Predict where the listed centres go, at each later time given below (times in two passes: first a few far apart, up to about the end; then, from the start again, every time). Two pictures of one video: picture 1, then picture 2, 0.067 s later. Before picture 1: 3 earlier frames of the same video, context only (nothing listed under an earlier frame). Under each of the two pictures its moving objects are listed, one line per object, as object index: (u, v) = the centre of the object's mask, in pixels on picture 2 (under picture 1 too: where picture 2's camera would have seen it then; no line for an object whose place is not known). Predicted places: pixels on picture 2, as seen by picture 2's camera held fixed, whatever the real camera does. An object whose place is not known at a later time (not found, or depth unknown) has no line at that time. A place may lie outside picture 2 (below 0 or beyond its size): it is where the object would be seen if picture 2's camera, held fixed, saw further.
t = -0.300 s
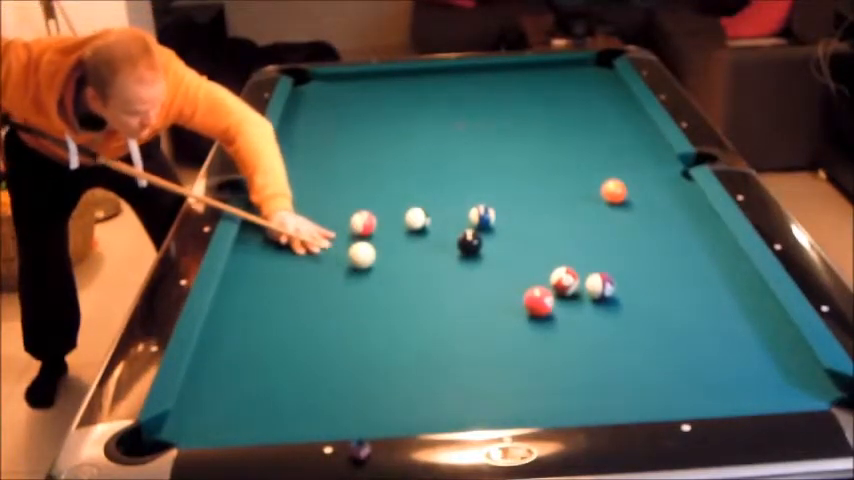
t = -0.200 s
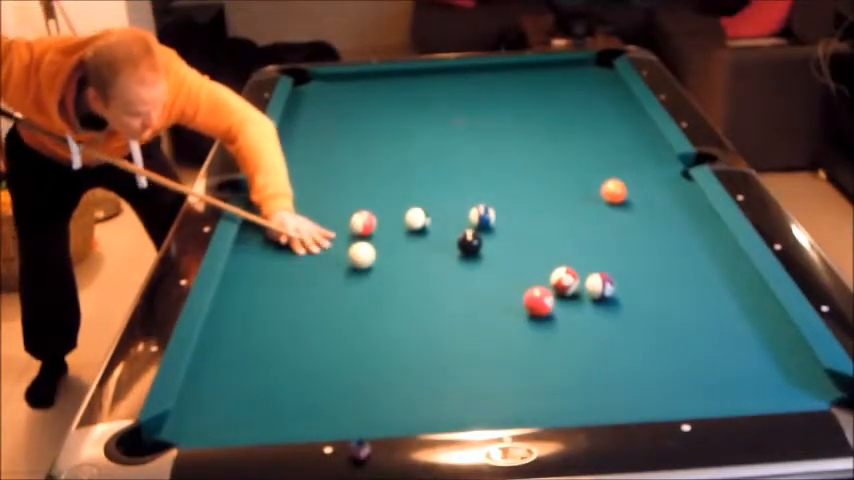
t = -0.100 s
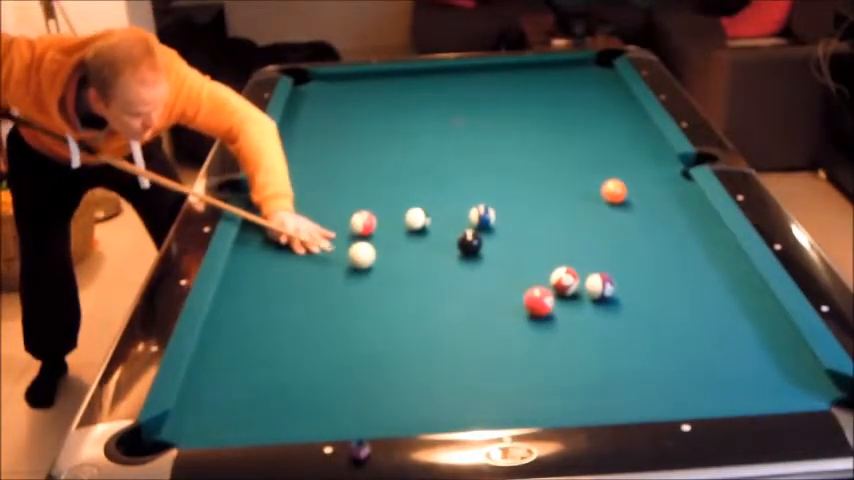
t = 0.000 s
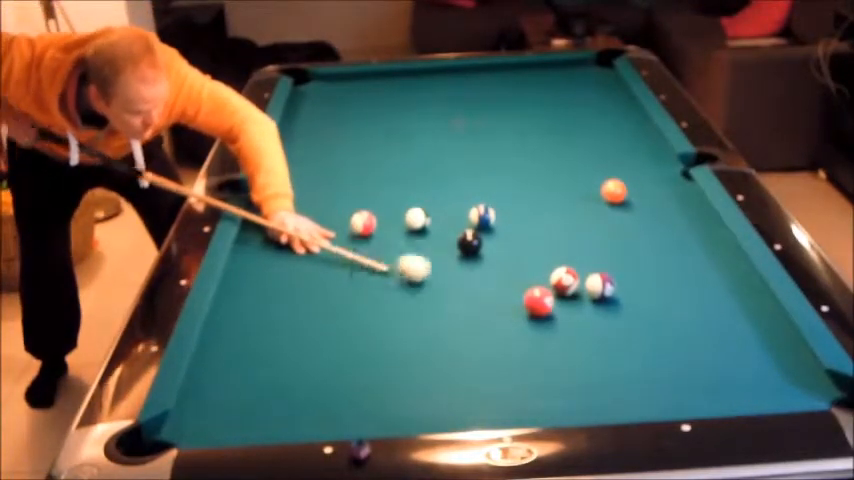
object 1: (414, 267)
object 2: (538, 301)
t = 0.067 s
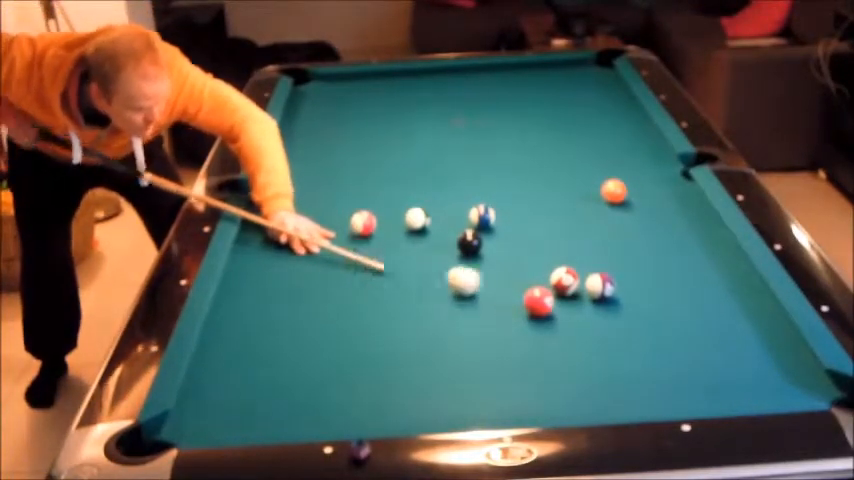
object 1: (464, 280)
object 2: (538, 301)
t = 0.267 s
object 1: (514, 290)
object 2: (623, 328)
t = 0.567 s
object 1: (506, 283)
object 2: (812, 384)
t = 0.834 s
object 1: (499, 277)
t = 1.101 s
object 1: (495, 273)
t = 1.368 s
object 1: (491, 271)
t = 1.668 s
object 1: (488, 269)
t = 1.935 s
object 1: (487, 268)
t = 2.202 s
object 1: (486, 268)
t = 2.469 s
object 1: (486, 268)
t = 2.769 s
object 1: (486, 268)
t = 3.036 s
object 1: (486, 268)
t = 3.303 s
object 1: (486, 268)
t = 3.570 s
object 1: (486, 268)
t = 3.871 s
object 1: (486, 268)
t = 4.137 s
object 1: (486, 268)
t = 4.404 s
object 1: (486, 268)
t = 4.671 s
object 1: (486, 268)
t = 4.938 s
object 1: (486, 268)
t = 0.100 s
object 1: (488, 286)
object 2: (539, 301)
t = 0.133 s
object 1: (510, 292)
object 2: (539, 302)
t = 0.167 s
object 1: (516, 293)
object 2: (558, 307)
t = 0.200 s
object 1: (515, 292)
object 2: (580, 314)
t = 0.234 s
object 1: (515, 291)
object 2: (601, 320)
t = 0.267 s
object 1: (514, 290)
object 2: (623, 328)
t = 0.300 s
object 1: (513, 289)
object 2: (643, 334)
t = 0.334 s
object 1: (512, 288)
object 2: (664, 339)
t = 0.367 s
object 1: (511, 287)
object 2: (683, 346)
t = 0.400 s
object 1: (510, 287)
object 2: (704, 352)
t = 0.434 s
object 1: (509, 286)
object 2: (724, 359)
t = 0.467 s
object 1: (508, 285)
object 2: (746, 365)
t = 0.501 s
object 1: (508, 284)
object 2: (767, 372)
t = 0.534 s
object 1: (507, 283)
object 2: (790, 378)
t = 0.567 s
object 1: (506, 283)
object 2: (812, 384)
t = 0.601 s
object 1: (505, 282)
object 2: (834, 392)
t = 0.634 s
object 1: (504, 281)
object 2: (846, 400)
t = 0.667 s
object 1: (503, 280)
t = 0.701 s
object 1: (503, 280)
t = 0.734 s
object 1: (502, 279)
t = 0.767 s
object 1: (501, 278)
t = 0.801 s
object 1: (500, 278)
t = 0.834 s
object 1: (499, 277)
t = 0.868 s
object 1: (499, 276)
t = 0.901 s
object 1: (498, 276)
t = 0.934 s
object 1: (498, 276)
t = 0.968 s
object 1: (497, 275)
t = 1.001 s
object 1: (496, 275)
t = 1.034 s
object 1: (496, 274)
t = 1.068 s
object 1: (495, 274)
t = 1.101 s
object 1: (495, 273)
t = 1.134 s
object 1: (494, 273)
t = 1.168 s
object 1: (493, 272)
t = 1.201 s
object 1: (493, 272)
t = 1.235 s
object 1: (493, 272)
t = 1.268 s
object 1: (492, 271)
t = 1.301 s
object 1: (492, 271)
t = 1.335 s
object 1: (491, 271)
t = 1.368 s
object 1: (491, 271)
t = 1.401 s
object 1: (490, 271)
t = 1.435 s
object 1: (490, 270)
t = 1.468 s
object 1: (490, 270)
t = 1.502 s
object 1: (489, 269)
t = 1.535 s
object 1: (489, 269)
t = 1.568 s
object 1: (489, 269)
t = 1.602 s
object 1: (489, 269)
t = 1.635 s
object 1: (488, 269)
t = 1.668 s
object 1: (488, 269)
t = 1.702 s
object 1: (488, 269)
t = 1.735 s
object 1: (487, 269)
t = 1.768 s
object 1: (487, 268)
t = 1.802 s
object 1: (487, 268)
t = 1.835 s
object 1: (487, 269)
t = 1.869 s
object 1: (487, 269)
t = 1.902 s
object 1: (487, 269)
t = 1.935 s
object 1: (487, 268)
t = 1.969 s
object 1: (487, 268)
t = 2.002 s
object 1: (486, 268)
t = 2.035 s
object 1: (486, 268)
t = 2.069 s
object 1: (486, 268)
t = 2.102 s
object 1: (486, 268)
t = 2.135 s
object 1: (486, 268)
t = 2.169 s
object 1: (486, 268)
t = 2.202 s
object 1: (486, 268)
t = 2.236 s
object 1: (486, 268)
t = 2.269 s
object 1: (486, 268)
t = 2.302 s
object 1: (486, 268)
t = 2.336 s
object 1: (486, 268)
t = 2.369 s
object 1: (486, 268)
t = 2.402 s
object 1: (486, 268)
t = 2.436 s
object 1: (486, 268)
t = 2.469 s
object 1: (486, 268)
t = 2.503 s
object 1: (486, 268)
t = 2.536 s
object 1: (486, 268)
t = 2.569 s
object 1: (486, 268)
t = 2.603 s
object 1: (486, 268)
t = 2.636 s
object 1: (486, 268)
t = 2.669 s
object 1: (486, 268)
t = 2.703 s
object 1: (486, 268)
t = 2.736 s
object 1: (486, 268)
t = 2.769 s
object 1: (486, 268)
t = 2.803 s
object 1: (486, 268)
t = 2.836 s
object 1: (486, 268)
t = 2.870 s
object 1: (486, 268)
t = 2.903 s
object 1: (486, 268)
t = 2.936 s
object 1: (486, 268)
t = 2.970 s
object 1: (486, 268)
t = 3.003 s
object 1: (486, 268)
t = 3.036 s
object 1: (486, 268)
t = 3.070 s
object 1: (486, 268)
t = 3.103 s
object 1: (486, 268)
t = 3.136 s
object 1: (486, 268)
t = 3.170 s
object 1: (486, 268)
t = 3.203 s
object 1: (486, 268)
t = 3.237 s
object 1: (486, 268)
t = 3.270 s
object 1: (486, 268)
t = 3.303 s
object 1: (486, 268)
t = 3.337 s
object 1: (486, 268)
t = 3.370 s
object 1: (486, 268)
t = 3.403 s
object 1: (486, 268)
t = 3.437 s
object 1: (486, 268)
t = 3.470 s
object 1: (486, 268)
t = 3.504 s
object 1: (486, 268)
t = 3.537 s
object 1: (486, 268)
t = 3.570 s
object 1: (486, 268)
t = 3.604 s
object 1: (486, 268)
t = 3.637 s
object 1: (486, 268)
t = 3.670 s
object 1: (486, 268)
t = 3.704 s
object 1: (486, 268)
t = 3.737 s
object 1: (486, 268)
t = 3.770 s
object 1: (486, 268)
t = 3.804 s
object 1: (486, 268)
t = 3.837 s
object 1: (486, 268)
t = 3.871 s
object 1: (486, 268)
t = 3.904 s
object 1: (486, 268)
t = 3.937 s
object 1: (486, 268)
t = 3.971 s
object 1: (486, 268)
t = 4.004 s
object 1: (486, 268)
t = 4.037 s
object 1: (486, 268)
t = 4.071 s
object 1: (486, 268)
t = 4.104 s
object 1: (486, 268)
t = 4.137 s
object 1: (486, 268)
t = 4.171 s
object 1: (486, 268)
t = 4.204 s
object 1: (486, 268)
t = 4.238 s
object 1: (486, 268)
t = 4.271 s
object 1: (486, 268)
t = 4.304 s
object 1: (486, 268)
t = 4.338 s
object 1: (486, 268)
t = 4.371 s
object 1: (486, 268)
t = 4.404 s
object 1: (486, 268)
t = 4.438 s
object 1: (486, 268)
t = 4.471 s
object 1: (486, 268)
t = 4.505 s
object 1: (486, 268)
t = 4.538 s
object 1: (486, 268)
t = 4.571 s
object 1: (486, 268)
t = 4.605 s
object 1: (486, 268)
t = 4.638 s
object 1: (486, 268)
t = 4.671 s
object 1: (486, 268)
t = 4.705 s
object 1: (486, 268)
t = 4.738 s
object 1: (486, 268)
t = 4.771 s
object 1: (486, 268)
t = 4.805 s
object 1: (486, 268)
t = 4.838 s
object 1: (486, 268)
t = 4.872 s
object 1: (486, 268)
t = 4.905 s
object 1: (486, 268)
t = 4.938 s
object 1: (486, 268)
